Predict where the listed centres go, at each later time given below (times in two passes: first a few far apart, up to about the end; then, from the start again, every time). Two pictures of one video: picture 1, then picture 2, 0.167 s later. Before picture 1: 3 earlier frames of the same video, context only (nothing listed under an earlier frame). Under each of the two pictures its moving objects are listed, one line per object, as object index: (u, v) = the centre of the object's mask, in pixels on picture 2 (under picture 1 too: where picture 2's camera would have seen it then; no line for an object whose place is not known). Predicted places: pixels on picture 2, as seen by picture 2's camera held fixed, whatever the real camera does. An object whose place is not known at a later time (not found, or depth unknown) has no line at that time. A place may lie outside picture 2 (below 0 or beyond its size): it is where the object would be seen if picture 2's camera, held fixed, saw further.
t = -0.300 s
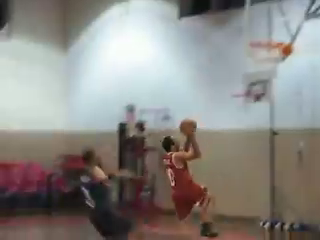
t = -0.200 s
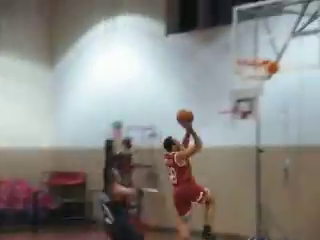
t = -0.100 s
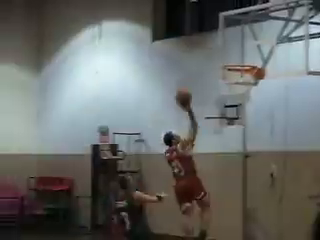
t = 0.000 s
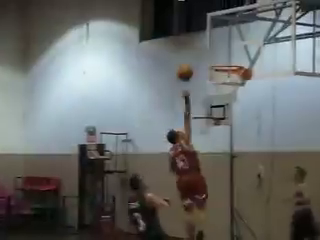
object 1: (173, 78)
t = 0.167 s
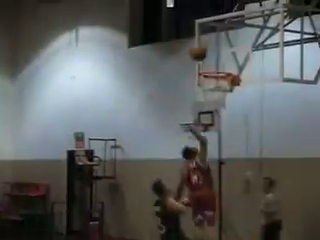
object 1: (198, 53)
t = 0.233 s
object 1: (208, 47)
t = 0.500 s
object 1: (212, 57)
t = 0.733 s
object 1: (206, 99)
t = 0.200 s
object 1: (203, 49)
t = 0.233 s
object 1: (208, 47)
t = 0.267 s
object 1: (212, 45)
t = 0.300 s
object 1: (217, 44)
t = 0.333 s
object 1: (221, 45)
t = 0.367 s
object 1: (221, 46)
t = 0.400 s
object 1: (217, 48)
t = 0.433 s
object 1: (216, 50)
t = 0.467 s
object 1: (214, 54)
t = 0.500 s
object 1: (212, 57)
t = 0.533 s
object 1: (211, 62)
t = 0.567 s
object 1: (209, 68)
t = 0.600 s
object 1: (208, 74)
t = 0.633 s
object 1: (206, 81)
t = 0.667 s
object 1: (206, 87)
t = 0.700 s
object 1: (205, 94)
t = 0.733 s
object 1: (206, 99)
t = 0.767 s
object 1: (206, 100)
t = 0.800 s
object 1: (207, 110)
